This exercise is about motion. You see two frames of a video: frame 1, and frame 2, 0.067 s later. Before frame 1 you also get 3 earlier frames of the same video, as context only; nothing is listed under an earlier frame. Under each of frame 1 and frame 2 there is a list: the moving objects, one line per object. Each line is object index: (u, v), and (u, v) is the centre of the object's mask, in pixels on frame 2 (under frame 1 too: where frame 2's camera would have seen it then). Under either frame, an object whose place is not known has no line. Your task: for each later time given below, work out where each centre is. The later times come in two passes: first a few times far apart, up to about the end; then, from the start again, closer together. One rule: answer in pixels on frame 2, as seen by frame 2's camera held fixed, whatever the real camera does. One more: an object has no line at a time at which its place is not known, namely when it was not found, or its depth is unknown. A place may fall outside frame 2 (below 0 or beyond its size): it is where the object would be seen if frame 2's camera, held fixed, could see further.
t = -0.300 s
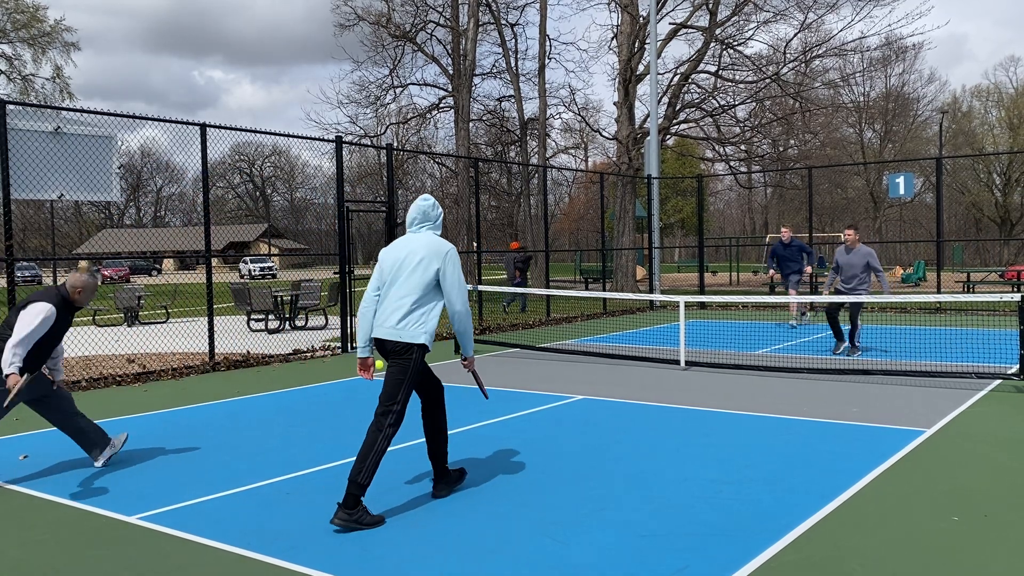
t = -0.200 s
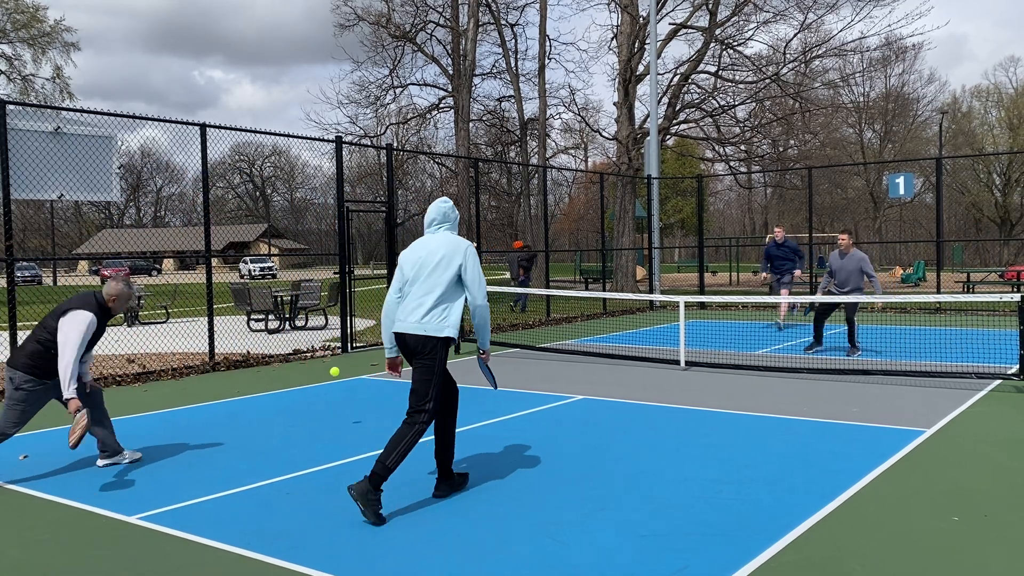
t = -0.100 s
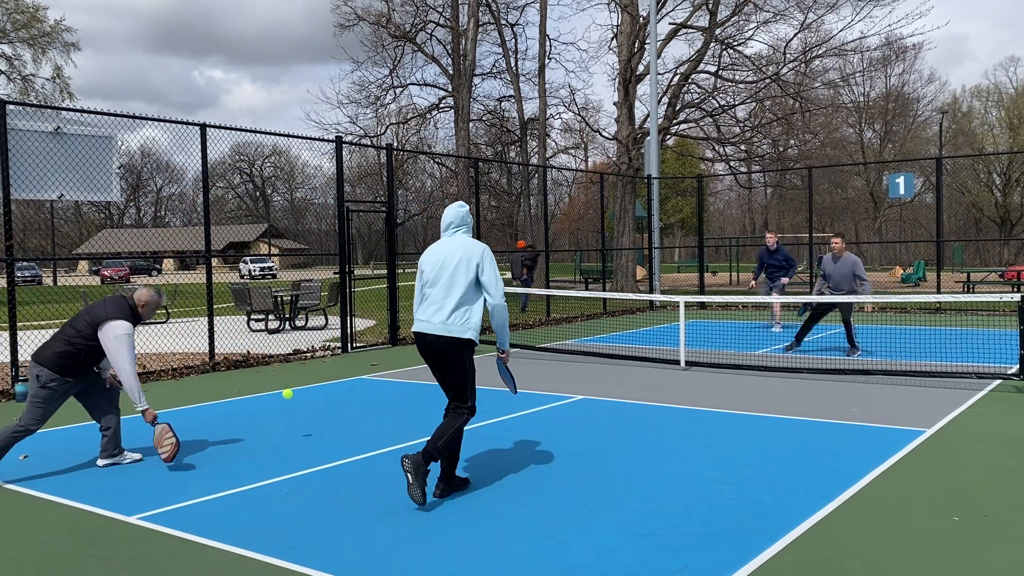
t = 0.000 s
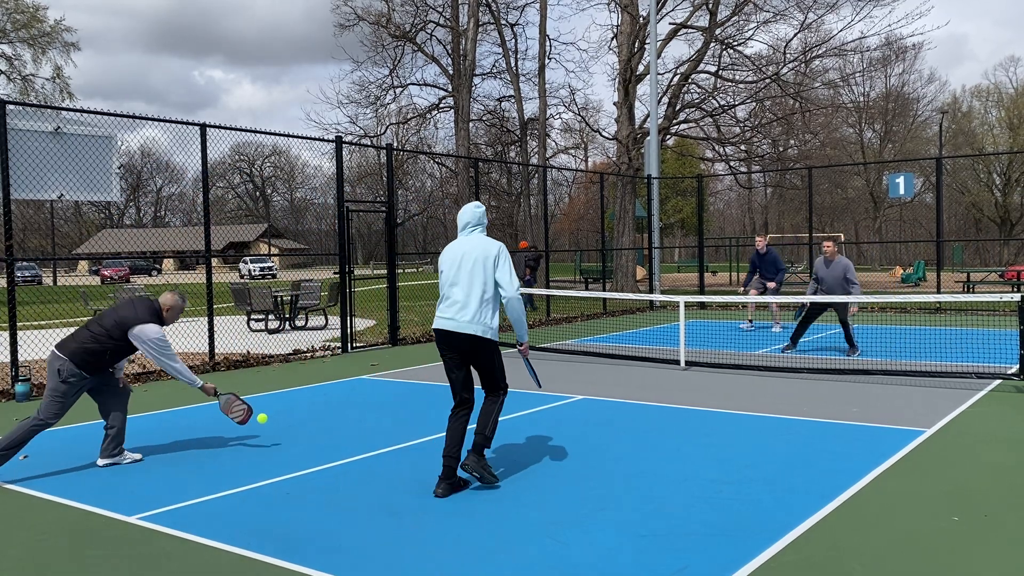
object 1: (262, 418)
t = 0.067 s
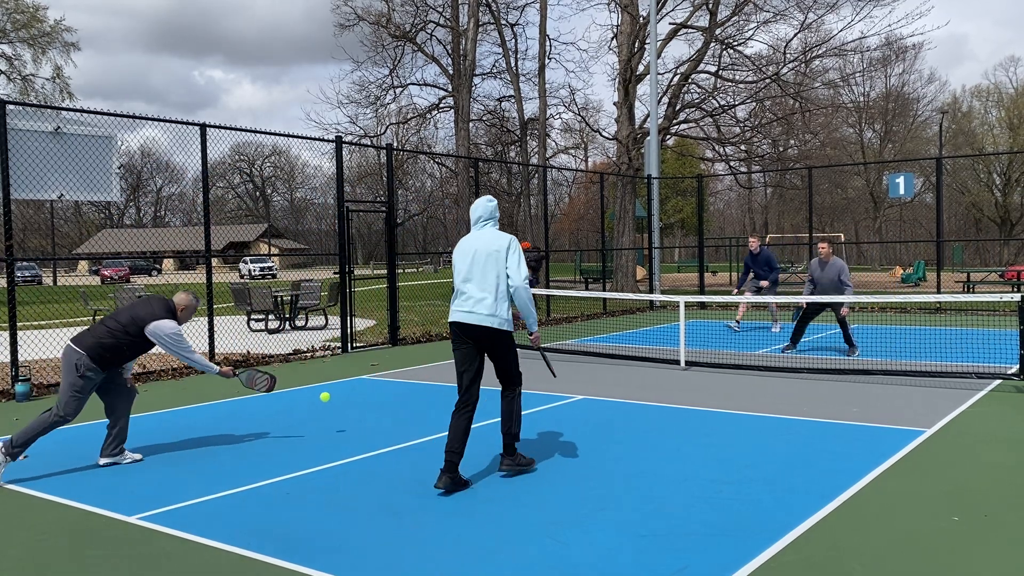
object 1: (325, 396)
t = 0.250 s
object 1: (462, 375)
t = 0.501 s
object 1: (588, 371)
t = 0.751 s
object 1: (672, 368)
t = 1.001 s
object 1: (685, 347)
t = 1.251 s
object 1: (684, 370)
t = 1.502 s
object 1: (698, 362)
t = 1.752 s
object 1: (714, 365)
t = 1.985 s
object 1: (729, 367)
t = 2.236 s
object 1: (739, 371)
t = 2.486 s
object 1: (752, 373)
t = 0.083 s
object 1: (339, 393)
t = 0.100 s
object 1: (353, 389)
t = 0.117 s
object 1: (366, 386)
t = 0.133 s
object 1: (380, 383)
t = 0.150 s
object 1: (392, 381)
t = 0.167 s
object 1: (405, 379)
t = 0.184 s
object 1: (417, 377)
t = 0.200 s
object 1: (429, 377)
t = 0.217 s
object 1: (440, 376)
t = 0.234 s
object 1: (451, 375)
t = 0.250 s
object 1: (462, 375)
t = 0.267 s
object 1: (473, 376)
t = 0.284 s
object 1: (483, 376)
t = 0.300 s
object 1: (493, 377)
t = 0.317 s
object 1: (503, 378)
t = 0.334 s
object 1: (513, 380)
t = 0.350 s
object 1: (521, 381)
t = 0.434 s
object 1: (564, 384)
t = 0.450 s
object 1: (569, 379)
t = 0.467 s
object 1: (576, 376)
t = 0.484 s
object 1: (582, 373)
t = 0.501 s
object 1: (588, 371)
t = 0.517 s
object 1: (594, 369)
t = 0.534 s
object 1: (600, 367)
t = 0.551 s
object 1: (606, 365)
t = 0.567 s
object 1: (611, 364)
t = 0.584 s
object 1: (618, 363)
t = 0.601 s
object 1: (623, 362)
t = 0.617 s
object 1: (628, 362)
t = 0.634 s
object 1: (634, 362)
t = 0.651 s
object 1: (640, 362)
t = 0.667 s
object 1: (645, 362)
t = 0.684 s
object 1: (650, 362)
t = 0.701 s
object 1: (656, 363)
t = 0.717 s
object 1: (661, 364)
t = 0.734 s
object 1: (666, 366)
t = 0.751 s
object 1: (672, 368)
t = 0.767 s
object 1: (677, 369)
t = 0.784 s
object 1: (681, 367)
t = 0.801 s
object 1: (685, 365)
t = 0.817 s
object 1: (686, 363)
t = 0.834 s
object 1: (686, 361)
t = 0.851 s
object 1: (686, 358)
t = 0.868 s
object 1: (686, 356)
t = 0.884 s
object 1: (686, 354)
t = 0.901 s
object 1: (686, 351)
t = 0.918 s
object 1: (685, 350)
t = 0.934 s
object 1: (685, 349)
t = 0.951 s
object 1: (685, 348)
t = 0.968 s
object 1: (685, 347)
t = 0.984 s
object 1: (685, 347)
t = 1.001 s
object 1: (685, 347)
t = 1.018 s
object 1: (685, 347)
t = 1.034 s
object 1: (685, 347)
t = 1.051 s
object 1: (685, 348)
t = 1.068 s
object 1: (685, 348)
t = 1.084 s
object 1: (685, 349)
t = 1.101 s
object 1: (685, 350)
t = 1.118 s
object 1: (684, 351)
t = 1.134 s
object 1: (684, 353)
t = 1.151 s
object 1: (684, 355)
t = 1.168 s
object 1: (684, 357)
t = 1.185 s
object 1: (684, 359)
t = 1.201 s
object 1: (684, 362)
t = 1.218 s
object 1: (684, 365)
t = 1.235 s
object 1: (684, 369)
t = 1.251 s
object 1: (684, 370)
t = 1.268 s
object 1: (685, 368)
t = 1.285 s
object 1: (686, 366)
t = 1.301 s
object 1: (686, 364)
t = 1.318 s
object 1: (687, 363)
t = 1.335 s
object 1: (688, 362)
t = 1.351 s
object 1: (689, 361)
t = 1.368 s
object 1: (690, 360)
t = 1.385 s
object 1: (691, 359)
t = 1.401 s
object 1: (692, 359)
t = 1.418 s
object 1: (693, 358)
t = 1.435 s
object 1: (694, 359)
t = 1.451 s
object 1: (695, 359)
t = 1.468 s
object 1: (696, 359)
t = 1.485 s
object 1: (697, 361)
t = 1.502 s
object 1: (698, 362)
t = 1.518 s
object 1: (700, 363)
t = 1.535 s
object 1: (700, 364)
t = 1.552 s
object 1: (701, 366)
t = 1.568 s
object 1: (703, 369)
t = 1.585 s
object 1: (704, 371)
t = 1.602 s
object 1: (704, 370)
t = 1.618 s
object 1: (705, 368)
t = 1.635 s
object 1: (707, 367)
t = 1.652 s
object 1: (707, 366)
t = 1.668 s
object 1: (708, 365)
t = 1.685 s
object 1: (710, 364)
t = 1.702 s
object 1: (711, 364)
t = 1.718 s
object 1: (712, 364)
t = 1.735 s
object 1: (713, 364)
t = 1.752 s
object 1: (714, 365)
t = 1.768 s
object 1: (715, 365)
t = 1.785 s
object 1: (716, 366)
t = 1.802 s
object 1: (718, 368)
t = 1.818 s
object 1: (719, 369)
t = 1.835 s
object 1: (720, 371)
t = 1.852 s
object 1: (721, 371)
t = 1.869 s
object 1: (722, 369)
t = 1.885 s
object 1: (723, 368)
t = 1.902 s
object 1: (724, 367)
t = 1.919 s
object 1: (725, 367)
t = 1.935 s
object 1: (726, 367)
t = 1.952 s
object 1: (727, 367)
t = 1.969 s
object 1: (728, 367)
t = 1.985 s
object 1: (729, 367)
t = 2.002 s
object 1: (729, 368)
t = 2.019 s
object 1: (730, 368)
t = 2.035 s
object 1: (731, 370)
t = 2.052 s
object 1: (731, 371)
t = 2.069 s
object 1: (732, 371)
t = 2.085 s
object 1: (733, 370)
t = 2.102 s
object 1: (734, 370)
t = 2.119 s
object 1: (735, 370)
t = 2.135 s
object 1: (736, 370)
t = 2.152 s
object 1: (736, 370)
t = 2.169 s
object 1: (737, 370)
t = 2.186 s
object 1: (738, 371)
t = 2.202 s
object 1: (738, 371)
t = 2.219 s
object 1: (739, 371)
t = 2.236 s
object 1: (739, 371)
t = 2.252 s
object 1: (740, 371)
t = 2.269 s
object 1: (741, 371)
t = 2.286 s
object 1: (742, 371)
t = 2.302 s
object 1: (742, 372)
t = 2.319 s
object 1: (743, 372)
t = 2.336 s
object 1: (744, 372)
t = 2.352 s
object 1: (745, 372)
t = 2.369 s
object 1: (746, 372)
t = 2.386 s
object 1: (747, 372)
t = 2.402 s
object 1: (748, 372)
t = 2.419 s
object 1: (749, 372)
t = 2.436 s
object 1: (750, 372)
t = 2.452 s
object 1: (750, 372)
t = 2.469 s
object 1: (751, 372)
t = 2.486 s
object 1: (752, 373)
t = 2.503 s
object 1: (753, 373)
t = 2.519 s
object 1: (754, 372)
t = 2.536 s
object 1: (754, 373)
